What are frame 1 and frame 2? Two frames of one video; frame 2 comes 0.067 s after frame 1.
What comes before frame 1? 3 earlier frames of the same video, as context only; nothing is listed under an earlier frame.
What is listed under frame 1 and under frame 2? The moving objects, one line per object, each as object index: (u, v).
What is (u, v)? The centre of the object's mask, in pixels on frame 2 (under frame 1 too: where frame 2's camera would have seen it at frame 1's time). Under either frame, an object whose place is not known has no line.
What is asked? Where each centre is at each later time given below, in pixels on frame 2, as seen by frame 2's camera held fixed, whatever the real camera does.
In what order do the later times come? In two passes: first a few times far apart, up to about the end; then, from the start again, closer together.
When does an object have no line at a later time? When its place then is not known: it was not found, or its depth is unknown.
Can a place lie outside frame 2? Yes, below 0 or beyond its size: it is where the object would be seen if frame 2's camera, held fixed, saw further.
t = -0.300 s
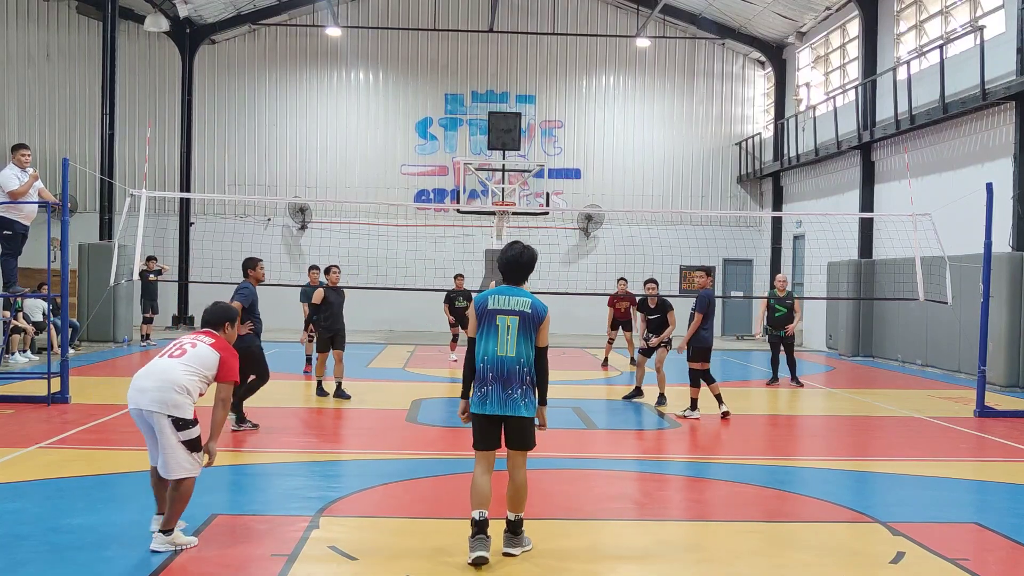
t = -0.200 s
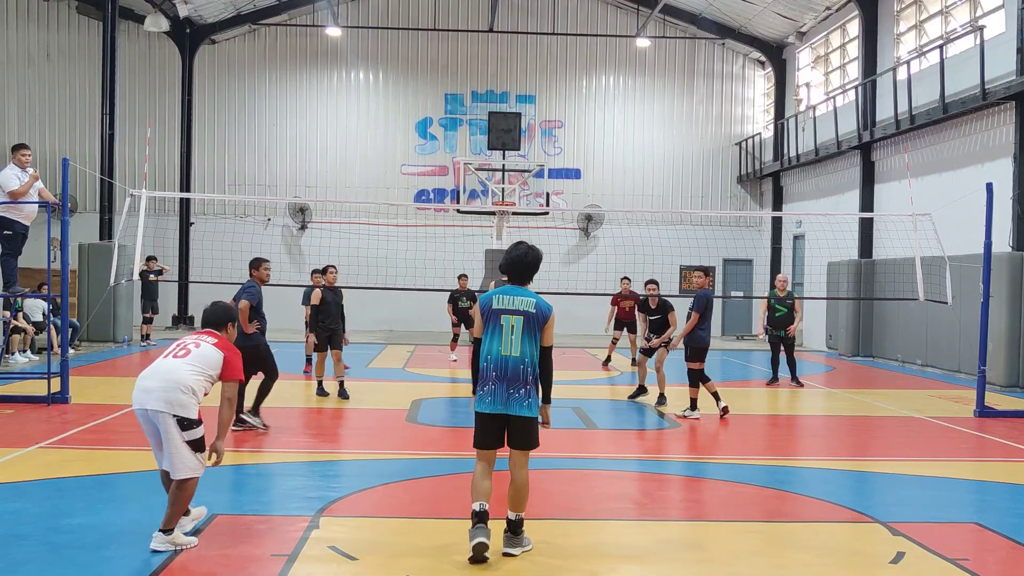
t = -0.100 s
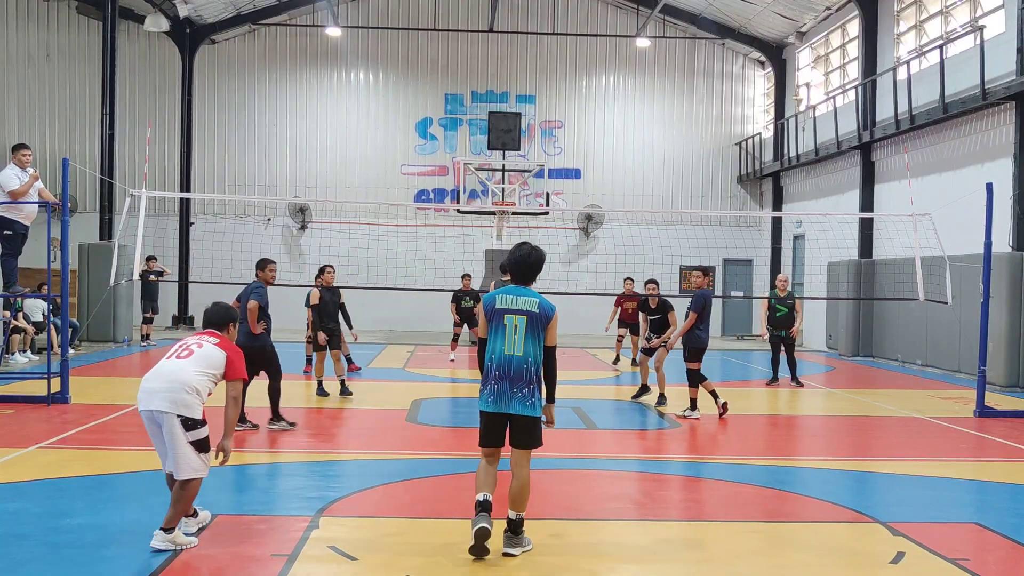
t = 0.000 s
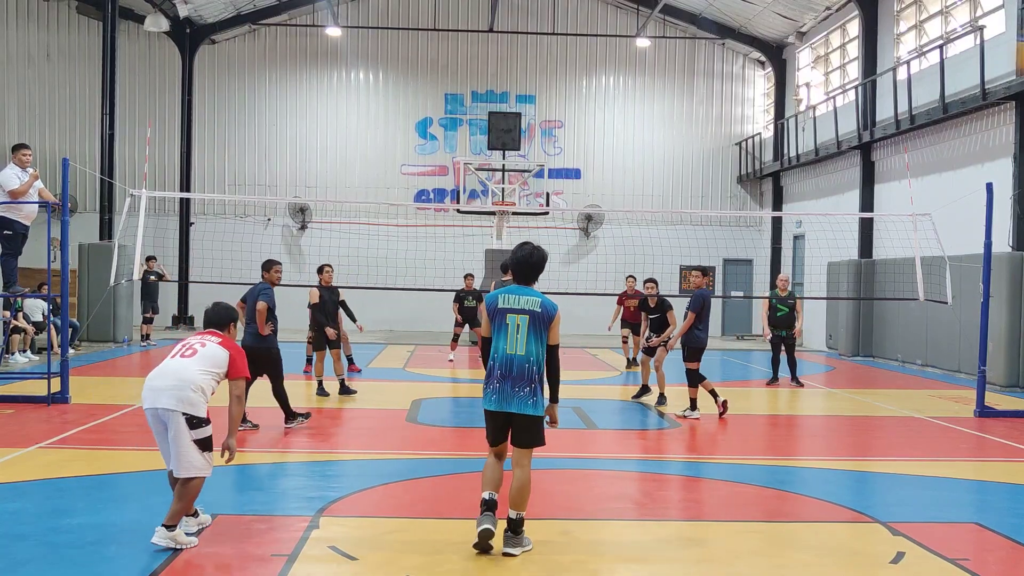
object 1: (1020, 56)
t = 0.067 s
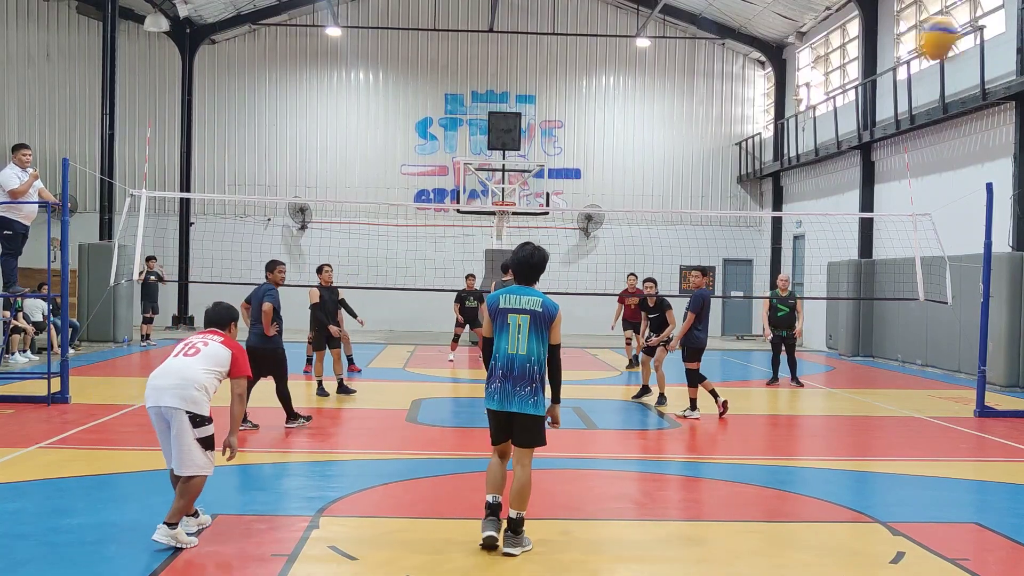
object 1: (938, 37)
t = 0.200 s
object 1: (818, 36)
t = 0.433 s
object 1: (718, 78)
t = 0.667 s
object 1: (663, 142)
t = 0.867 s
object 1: (632, 205)
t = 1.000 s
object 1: (617, 250)
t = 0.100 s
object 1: (897, 35)
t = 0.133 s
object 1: (870, 34)
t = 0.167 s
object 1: (844, 33)
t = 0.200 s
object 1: (818, 36)
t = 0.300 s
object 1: (768, 50)
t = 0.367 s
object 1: (740, 62)
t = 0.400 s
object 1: (728, 70)
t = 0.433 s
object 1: (718, 78)
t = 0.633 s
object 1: (670, 131)
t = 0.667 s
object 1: (663, 142)
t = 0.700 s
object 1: (657, 152)
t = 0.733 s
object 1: (651, 162)
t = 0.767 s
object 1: (645, 173)
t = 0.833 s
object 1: (636, 195)
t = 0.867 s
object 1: (632, 205)
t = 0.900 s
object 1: (628, 218)
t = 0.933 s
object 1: (624, 228)
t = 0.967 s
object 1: (621, 240)
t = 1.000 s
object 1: (617, 250)
